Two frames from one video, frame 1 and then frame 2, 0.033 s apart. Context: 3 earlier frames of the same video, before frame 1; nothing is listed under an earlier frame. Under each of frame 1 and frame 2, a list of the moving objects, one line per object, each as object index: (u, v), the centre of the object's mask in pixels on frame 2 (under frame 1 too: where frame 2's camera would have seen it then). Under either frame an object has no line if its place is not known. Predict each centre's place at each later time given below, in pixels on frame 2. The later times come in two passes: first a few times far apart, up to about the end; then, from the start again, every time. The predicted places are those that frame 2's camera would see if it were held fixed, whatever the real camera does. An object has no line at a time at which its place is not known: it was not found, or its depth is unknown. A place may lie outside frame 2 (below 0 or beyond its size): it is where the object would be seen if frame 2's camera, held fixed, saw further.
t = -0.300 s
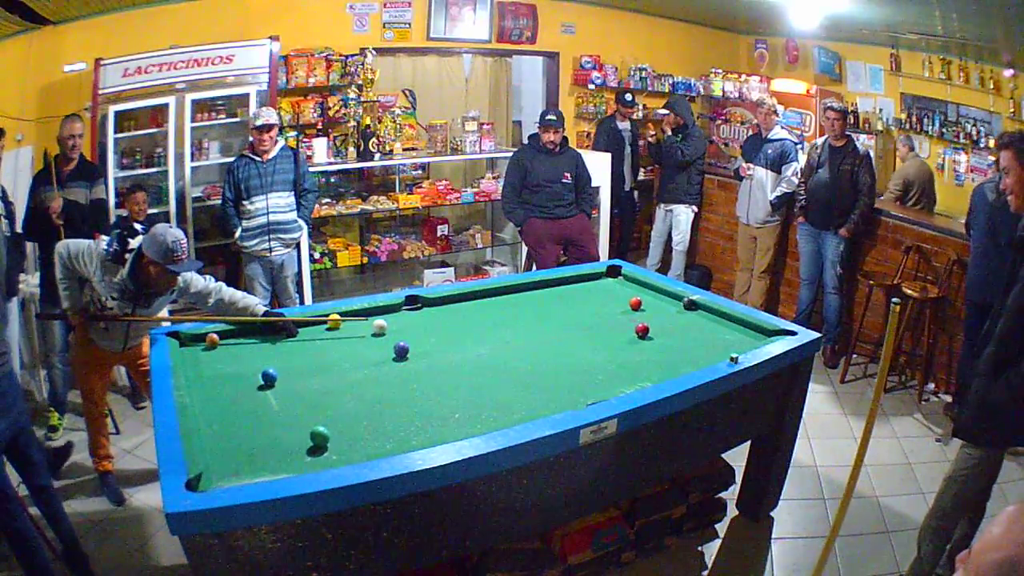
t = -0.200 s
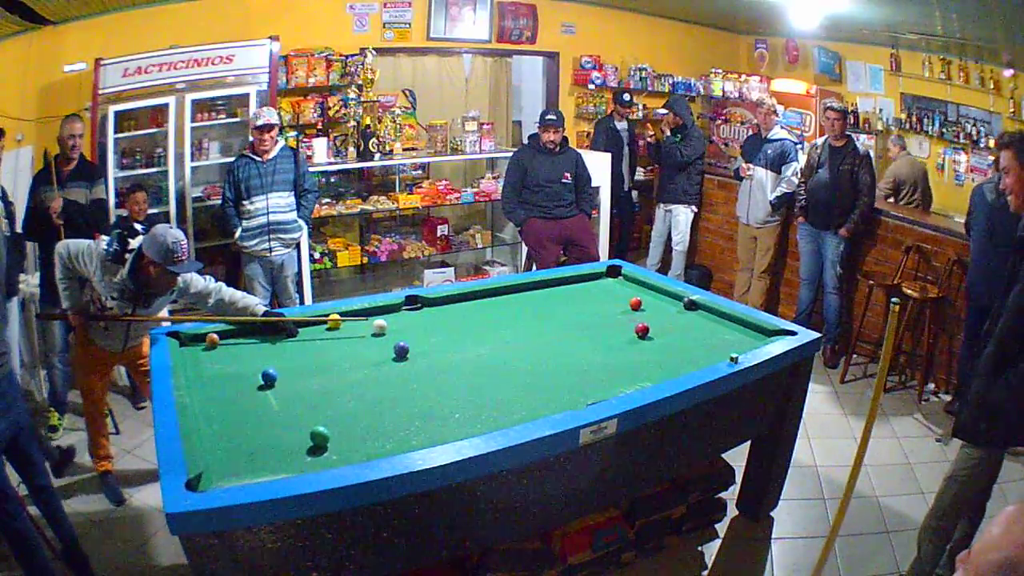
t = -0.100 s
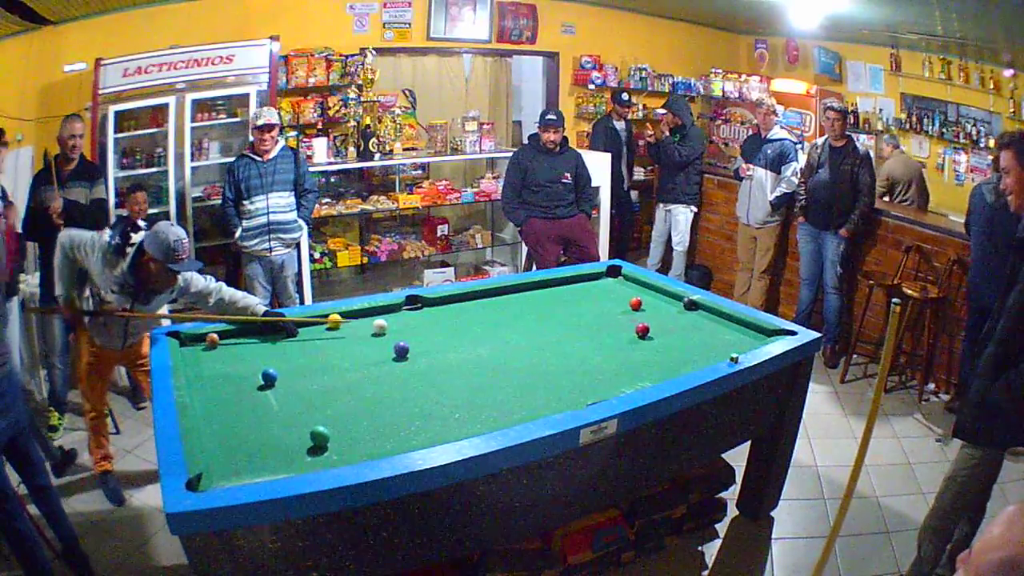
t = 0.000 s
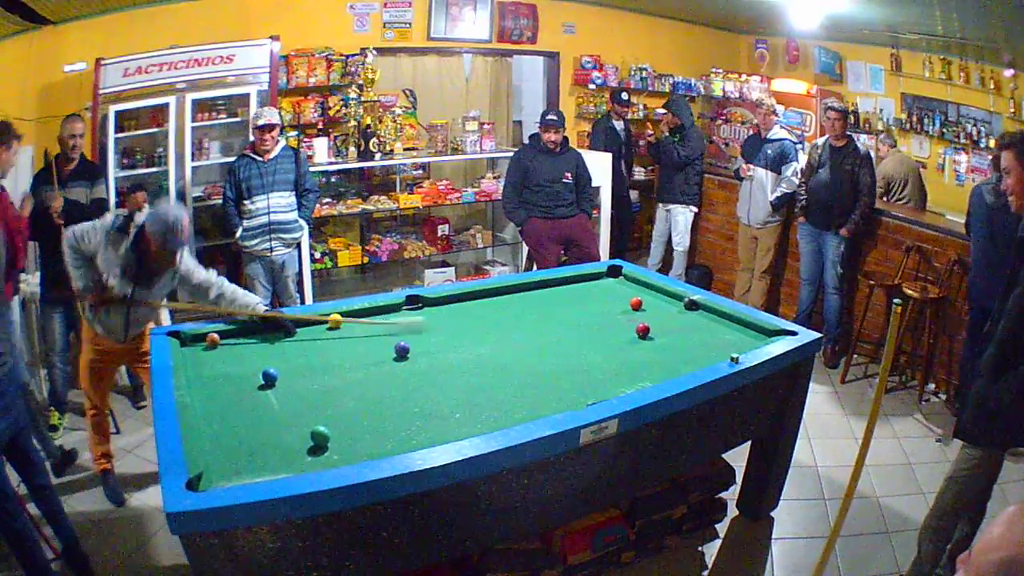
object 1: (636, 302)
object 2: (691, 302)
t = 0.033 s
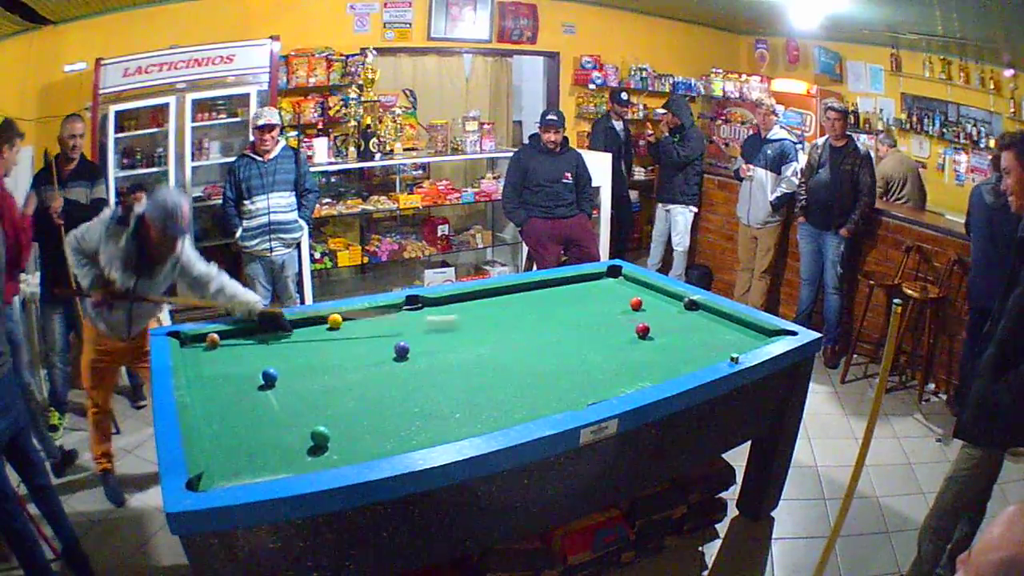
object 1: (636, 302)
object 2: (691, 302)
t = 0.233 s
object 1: (636, 303)
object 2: (691, 302)
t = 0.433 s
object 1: (636, 302)
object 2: (665, 301)
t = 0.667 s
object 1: (627, 305)
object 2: (623, 296)
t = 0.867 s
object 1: (616, 309)
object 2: (595, 291)
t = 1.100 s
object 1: (603, 313)
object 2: (564, 285)
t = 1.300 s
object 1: (593, 316)
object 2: (555, 286)
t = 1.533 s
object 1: (582, 320)
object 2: (557, 291)
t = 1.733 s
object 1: (572, 323)
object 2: (558, 296)
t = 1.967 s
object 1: (563, 327)
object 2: (561, 302)
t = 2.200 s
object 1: (553, 330)
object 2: (562, 306)
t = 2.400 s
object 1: (547, 332)
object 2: (563, 311)
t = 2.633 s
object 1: (539, 335)
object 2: (564, 315)
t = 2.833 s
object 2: (565, 319)
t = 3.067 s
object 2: (565, 323)
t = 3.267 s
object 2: (566, 325)
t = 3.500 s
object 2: (566, 328)
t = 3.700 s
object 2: (566, 330)
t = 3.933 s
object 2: (566, 332)
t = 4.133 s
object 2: (568, 330)
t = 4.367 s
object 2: (567, 333)
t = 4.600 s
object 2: (567, 333)
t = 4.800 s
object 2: (567, 333)
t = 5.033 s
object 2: (567, 333)
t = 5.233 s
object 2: (567, 333)
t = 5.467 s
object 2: (567, 333)
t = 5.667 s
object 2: (567, 333)
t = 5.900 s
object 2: (567, 333)
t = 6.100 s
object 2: (567, 333)
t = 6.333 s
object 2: (567, 333)
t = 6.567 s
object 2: (567, 333)
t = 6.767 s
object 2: (567, 332)
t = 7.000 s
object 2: (567, 333)
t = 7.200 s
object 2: (567, 333)
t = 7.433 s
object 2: (567, 333)
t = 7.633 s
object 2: (567, 333)
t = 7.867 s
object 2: (567, 333)
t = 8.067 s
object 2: (567, 333)
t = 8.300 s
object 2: (567, 333)
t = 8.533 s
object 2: (567, 333)
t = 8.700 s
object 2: (567, 333)
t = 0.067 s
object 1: (636, 302)
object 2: (691, 302)
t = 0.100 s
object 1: (636, 302)
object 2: (691, 302)
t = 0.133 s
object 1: (636, 302)
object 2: (691, 302)
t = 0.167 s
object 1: (636, 302)
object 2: (691, 302)
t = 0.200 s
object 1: (636, 302)
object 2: (691, 302)
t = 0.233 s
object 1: (636, 303)
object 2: (691, 302)
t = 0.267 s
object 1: (636, 299)
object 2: (691, 302)
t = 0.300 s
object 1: (636, 302)
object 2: (691, 302)
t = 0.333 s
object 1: (636, 302)
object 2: (694, 300)
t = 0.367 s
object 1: (636, 302)
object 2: (678, 301)
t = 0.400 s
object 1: (636, 302)
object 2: (672, 301)
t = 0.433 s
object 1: (636, 302)
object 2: (665, 301)
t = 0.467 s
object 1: (636, 302)
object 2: (657, 301)
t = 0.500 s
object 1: (635, 302)
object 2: (650, 301)
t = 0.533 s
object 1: (635, 302)
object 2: (644, 299)
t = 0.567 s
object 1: (633, 303)
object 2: (639, 297)
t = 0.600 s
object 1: (632, 304)
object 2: (634, 296)
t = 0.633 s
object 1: (629, 304)
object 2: (628, 296)
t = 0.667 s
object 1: (627, 305)
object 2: (623, 296)
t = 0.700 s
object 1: (625, 306)
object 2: (618, 295)
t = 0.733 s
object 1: (623, 306)
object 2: (614, 295)
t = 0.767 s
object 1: (622, 307)
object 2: (609, 294)
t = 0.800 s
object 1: (620, 307)
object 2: (604, 292)
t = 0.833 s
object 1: (618, 308)
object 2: (600, 292)
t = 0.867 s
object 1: (616, 309)
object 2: (595, 291)
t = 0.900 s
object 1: (614, 309)
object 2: (590, 290)
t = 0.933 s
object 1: (612, 310)
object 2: (586, 289)
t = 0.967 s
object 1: (611, 311)
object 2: (581, 288)
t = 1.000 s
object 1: (609, 311)
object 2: (577, 287)
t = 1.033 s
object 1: (607, 312)
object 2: (573, 286)
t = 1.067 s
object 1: (605, 312)
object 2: (568, 285)
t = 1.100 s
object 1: (603, 313)
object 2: (564, 285)
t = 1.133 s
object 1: (601, 313)
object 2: (560, 284)
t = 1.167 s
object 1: (600, 314)
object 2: (556, 283)
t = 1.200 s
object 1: (598, 314)
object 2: (554, 283)
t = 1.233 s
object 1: (596, 315)
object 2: (554, 284)
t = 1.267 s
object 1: (595, 316)
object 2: (555, 285)
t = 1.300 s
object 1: (593, 316)
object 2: (555, 286)
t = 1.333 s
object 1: (592, 317)
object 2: (555, 286)
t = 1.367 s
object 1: (590, 318)
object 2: (556, 287)
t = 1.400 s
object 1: (588, 318)
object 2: (556, 288)
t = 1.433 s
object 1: (586, 319)
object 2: (556, 289)
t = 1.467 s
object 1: (585, 319)
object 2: (557, 290)
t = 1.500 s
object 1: (583, 320)
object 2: (557, 290)
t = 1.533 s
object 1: (582, 320)
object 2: (557, 291)
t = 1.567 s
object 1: (580, 321)
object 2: (557, 292)
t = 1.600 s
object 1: (578, 321)
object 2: (558, 293)
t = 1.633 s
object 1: (577, 322)
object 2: (558, 294)
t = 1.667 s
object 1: (575, 322)
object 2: (558, 295)
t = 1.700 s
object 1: (574, 323)
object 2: (558, 296)
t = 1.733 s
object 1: (572, 323)
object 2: (558, 296)
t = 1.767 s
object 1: (571, 324)
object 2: (559, 297)
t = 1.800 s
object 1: (569, 324)
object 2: (559, 298)
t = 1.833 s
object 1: (568, 325)
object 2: (559, 299)
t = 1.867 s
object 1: (567, 325)
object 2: (560, 299)
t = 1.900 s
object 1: (565, 326)
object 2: (560, 300)
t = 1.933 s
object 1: (564, 326)
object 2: (560, 301)
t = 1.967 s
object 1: (563, 327)
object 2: (561, 302)
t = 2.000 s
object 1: (561, 327)
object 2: (561, 303)
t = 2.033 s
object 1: (560, 328)
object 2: (561, 303)
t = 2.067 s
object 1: (558, 328)
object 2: (561, 304)
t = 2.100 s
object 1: (557, 329)
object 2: (561, 304)
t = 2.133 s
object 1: (556, 329)
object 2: (561, 305)
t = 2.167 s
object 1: (555, 329)
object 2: (561, 306)
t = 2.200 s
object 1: (553, 330)
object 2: (562, 306)
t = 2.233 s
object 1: (552, 330)
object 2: (562, 307)
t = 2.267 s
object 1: (551, 331)
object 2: (562, 308)
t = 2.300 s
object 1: (550, 331)
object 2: (562, 309)
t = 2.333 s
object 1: (549, 331)
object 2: (563, 309)
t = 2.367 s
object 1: (547, 332)
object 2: (563, 310)
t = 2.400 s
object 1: (547, 332)
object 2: (563, 311)
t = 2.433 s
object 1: (545, 333)
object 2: (563, 311)
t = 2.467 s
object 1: (544, 333)
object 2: (563, 312)
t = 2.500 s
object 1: (543, 333)
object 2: (563, 312)
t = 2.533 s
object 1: (542, 334)
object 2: (564, 313)
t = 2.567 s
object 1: (541, 334)
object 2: (564, 314)
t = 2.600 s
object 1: (540, 334)
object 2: (564, 315)
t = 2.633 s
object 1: (539, 335)
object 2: (564, 315)
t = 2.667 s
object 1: (538, 335)
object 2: (564, 316)
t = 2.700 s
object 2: (564, 317)
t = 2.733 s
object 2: (564, 317)
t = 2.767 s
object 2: (564, 318)
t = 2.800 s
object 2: (564, 319)
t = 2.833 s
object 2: (565, 319)
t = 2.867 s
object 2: (565, 320)
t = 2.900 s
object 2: (565, 320)
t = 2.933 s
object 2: (565, 320)
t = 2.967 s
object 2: (565, 321)
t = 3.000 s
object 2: (565, 322)
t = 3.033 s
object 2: (565, 322)
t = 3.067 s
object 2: (565, 323)
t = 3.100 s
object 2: (565, 323)
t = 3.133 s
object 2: (565, 324)
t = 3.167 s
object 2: (565, 324)
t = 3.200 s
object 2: (565, 324)
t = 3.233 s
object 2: (565, 325)
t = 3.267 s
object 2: (566, 325)
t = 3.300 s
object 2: (566, 325)
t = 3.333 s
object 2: (566, 326)
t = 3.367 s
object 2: (566, 327)
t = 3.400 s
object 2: (566, 327)
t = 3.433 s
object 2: (566, 327)
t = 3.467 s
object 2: (566, 328)
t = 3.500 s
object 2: (566, 328)
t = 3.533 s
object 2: (566, 328)
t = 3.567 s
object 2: (566, 329)
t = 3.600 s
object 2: (566, 329)
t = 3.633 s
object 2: (566, 329)
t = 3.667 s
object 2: (566, 330)
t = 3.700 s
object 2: (566, 330)
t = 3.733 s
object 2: (566, 330)
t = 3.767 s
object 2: (566, 331)
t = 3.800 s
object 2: (566, 331)
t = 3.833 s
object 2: (566, 331)
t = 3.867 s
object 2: (566, 331)
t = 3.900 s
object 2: (567, 332)
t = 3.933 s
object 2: (566, 332)
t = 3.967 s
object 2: (567, 332)
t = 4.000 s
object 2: (569, 330)
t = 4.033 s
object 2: (569, 332)
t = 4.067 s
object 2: (568, 332)
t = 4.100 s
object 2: (568, 332)
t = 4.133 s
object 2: (568, 330)
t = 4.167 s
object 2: (567, 333)
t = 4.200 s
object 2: (567, 333)
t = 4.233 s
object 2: (567, 333)
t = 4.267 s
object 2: (567, 333)
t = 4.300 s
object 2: (567, 333)
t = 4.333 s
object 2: (567, 333)
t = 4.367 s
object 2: (567, 333)
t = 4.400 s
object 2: (567, 333)
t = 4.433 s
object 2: (567, 333)
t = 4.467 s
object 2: (567, 333)
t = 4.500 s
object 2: (567, 333)
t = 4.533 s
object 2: (567, 333)
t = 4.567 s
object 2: (567, 333)
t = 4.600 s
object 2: (567, 333)
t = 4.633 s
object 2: (567, 333)
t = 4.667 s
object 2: (567, 333)
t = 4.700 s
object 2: (567, 333)
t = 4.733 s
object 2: (567, 333)
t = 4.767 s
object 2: (567, 333)
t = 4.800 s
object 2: (567, 333)
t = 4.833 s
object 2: (567, 333)
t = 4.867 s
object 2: (567, 333)
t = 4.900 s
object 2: (567, 333)
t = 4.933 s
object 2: (567, 333)
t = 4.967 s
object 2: (567, 333)
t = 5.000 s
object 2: (567, 333)
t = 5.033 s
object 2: (567, 333)
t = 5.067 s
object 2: (567, 333)
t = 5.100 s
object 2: (567, 333)
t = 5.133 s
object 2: (567, 333)
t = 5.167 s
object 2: (567, 333)
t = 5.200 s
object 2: (567, 333)
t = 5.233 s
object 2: (567, 333)
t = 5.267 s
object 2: (567, 333)
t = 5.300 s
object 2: (567, 333)
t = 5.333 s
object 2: (567, 333)
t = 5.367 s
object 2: (567, 333)
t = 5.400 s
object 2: (567, 333)
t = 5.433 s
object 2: (567, 333)
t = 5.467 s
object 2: (567, 333)
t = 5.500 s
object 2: (567, 333)
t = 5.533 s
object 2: (567, 333)
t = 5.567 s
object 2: (567, 333)
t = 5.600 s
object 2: (567, 333)
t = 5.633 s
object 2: (567, 333)
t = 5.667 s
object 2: (567, 333)
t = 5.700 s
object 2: (567, 333)
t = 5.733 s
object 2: (567, 333)
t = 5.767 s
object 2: (567, 333)
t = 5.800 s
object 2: (567, 333)
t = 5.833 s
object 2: (567, 333)
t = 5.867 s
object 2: (567, 333)
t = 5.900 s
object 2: (567, 333)
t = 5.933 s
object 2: (567, 333)
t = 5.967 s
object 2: (567, 333)
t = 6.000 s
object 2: (567, 333)
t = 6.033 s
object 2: (567, 333)
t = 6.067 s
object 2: (567, 333)
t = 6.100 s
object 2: (567, 333)
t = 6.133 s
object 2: (567, 333)
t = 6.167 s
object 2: (567, 333)
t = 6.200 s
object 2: (567, 333)
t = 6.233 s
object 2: (567, 333)
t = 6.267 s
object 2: (567, 333)
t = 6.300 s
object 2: (567, 333)
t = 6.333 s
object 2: (567, 333)
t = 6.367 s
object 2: (567, 333)
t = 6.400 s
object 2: (567, 333)
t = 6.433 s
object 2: (567, 333)
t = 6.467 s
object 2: (567, 333)
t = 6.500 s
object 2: (567, 333)
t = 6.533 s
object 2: (567, 333)
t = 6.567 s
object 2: (567, 333)
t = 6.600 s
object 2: (567, 333)
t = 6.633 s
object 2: (567, 333)
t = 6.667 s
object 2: (567, 332)
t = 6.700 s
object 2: (567, 332)
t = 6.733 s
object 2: (567, 333)
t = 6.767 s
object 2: (567, 332)
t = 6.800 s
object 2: (567, 333)
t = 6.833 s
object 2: (567, 332)
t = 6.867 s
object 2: (567, 332)
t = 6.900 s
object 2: (567, 333)
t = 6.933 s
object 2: (567, 333)
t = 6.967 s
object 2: (567, 333)
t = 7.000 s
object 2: (567, 333)
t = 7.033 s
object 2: (567, 333)
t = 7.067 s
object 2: (567, 333)
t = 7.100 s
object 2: (567, 333)
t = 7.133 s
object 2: (567, 333)
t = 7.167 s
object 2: (567, 333)
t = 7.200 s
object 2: (567, 333)
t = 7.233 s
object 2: (567, 333)
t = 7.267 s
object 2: (567, 333)
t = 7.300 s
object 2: (567, 333)
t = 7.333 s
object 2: (567, 333)
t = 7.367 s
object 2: (567, 333)
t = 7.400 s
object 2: (567, 333)
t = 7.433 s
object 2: (567, 333)
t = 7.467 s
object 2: (567, 333)
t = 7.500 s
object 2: (567, 333)
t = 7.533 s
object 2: (567, 333)
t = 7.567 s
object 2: (567, 333)
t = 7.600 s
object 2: (567, 333)
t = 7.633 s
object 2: (567, 333)
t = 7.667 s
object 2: (567, 333)
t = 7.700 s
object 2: (567, 333)
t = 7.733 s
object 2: (567, 333)
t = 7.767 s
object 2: (567, 333)
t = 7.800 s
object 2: (567, 333)
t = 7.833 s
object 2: (567, 333)
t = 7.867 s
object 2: (567, 333)
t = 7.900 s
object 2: (567, 333)
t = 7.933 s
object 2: (567, 333)
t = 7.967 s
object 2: (567, 333)
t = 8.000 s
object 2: (567, 333)
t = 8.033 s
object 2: (567, 333)
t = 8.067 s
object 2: (567, 333)
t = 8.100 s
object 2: (567, 333)
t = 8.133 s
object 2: (567, 333)
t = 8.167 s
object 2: (567, 333)
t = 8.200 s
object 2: (567, 333)
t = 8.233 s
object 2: (567, 333)
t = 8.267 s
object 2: (567, 333)
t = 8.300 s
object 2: (567, 333)
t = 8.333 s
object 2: (567, 333)
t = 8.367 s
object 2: (567, 333)
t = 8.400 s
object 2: (567, 333)
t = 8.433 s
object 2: (567, 333)
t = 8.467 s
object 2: (567, 333)
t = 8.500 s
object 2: (567, 333)
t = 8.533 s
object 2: (567, 333)
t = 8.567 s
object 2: (567, 333)
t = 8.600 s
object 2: (567, 333)
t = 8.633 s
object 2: (567, 333)
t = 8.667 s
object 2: (567, 333)
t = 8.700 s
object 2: (567, 333)
